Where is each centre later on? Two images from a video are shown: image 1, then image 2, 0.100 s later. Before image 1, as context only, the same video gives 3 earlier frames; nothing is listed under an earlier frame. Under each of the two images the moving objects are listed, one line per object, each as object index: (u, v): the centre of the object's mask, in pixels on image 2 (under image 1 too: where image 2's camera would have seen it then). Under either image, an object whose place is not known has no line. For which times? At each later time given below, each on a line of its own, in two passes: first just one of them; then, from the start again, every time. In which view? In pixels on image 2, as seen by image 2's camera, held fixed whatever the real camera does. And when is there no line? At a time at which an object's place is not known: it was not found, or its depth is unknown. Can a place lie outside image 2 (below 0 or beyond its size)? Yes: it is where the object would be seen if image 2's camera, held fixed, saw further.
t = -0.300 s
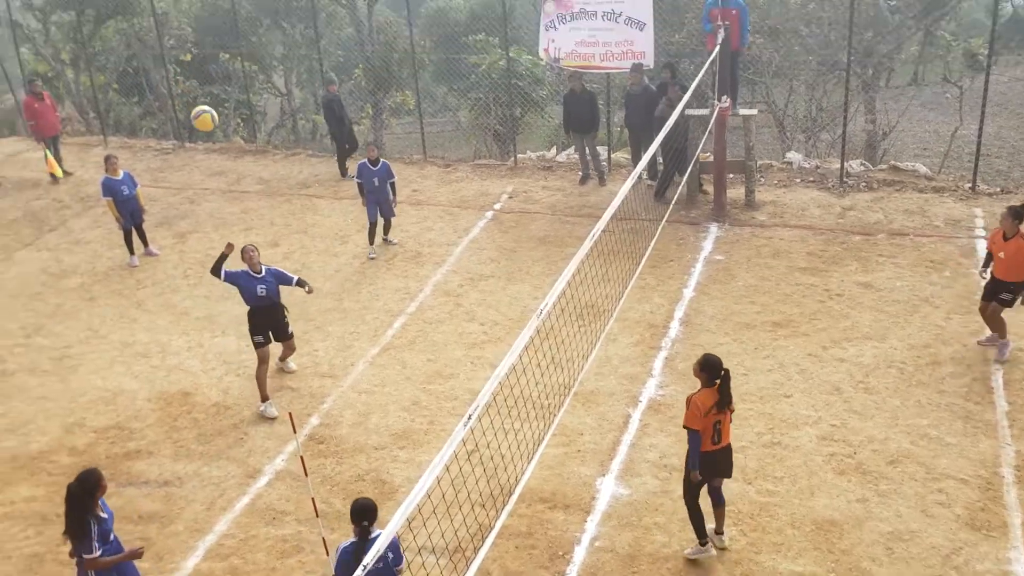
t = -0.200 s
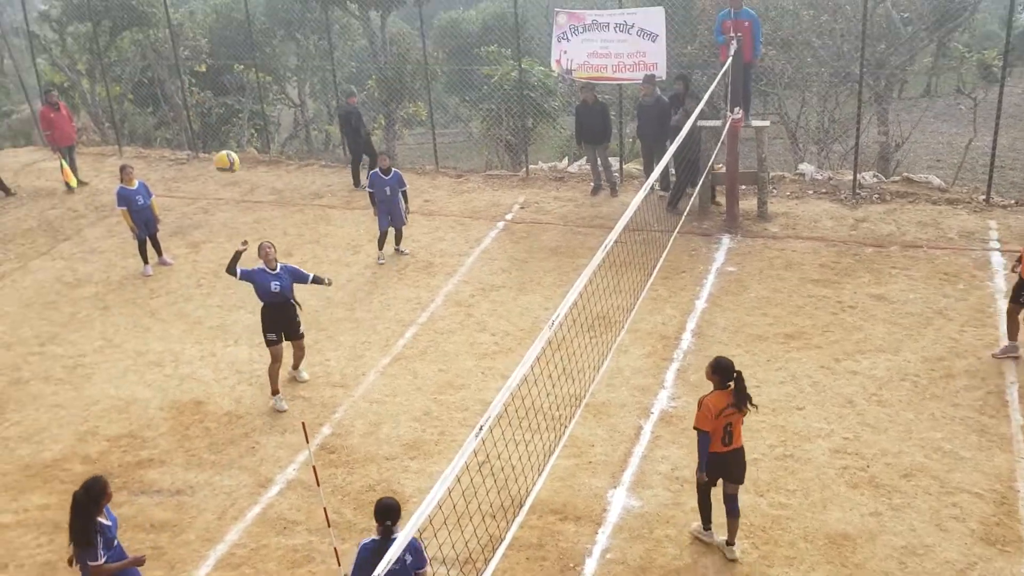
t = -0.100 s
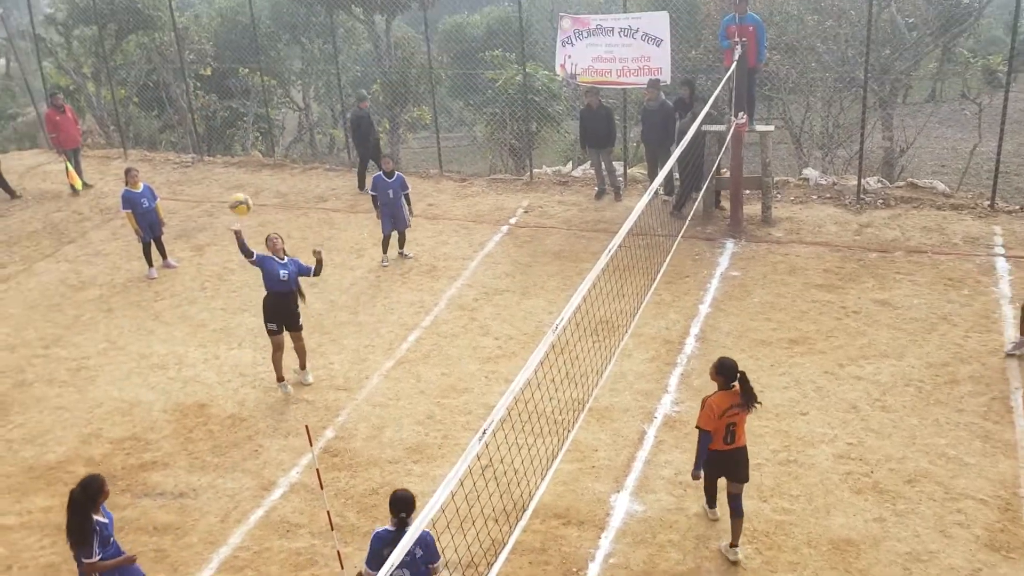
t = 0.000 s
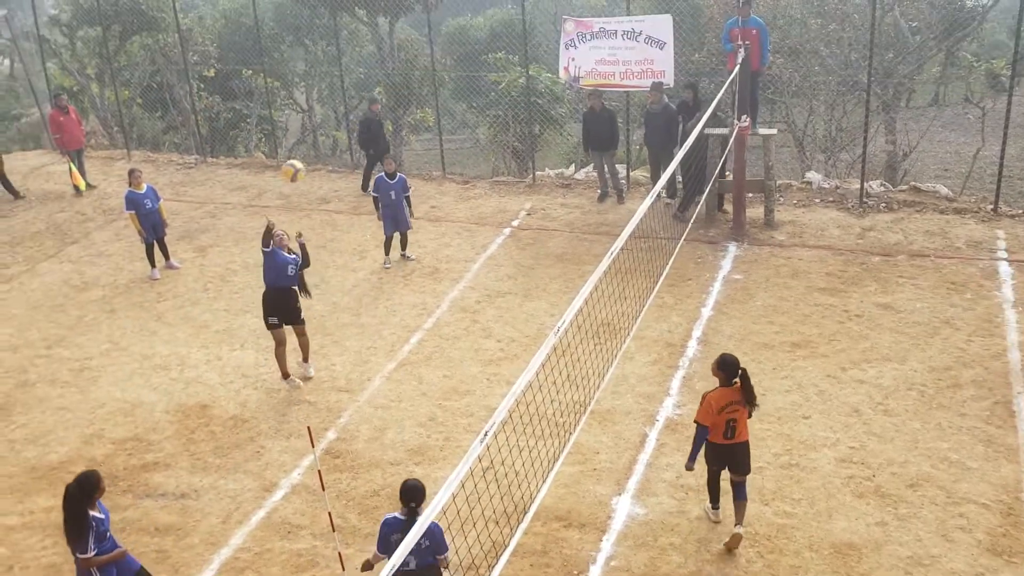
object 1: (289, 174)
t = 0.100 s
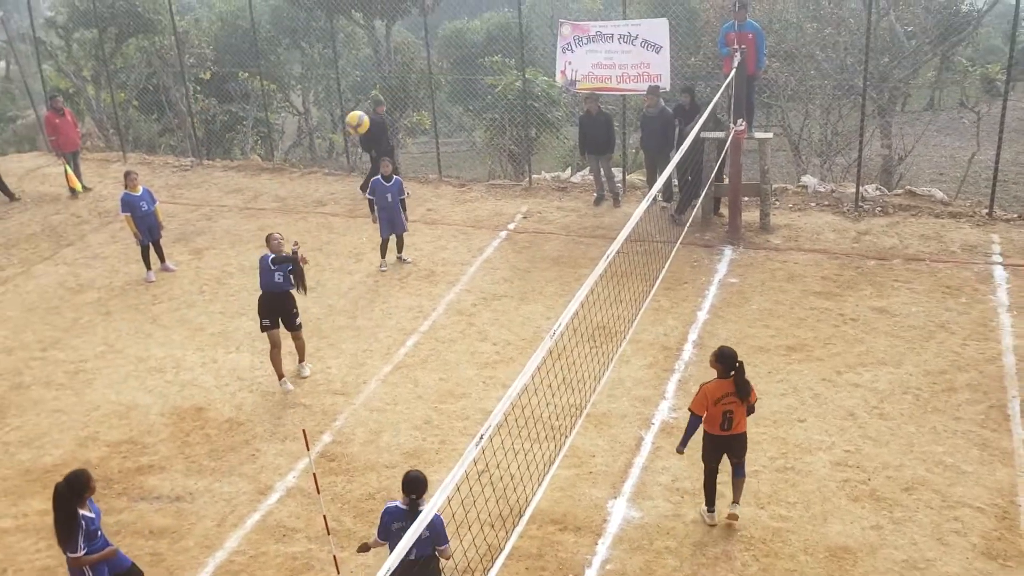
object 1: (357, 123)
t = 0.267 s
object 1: (478, 57)
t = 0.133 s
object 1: (381, 107)
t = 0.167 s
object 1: (404, 93)
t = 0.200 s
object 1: (429, 79)
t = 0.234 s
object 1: (453, 67)
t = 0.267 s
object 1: (478, 57)
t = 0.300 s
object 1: (504, 47)
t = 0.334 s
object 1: (530, 38)
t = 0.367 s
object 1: (556, 31)
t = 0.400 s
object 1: (582, 24)
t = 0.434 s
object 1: (608, 19)
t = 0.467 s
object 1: (635, 16)
